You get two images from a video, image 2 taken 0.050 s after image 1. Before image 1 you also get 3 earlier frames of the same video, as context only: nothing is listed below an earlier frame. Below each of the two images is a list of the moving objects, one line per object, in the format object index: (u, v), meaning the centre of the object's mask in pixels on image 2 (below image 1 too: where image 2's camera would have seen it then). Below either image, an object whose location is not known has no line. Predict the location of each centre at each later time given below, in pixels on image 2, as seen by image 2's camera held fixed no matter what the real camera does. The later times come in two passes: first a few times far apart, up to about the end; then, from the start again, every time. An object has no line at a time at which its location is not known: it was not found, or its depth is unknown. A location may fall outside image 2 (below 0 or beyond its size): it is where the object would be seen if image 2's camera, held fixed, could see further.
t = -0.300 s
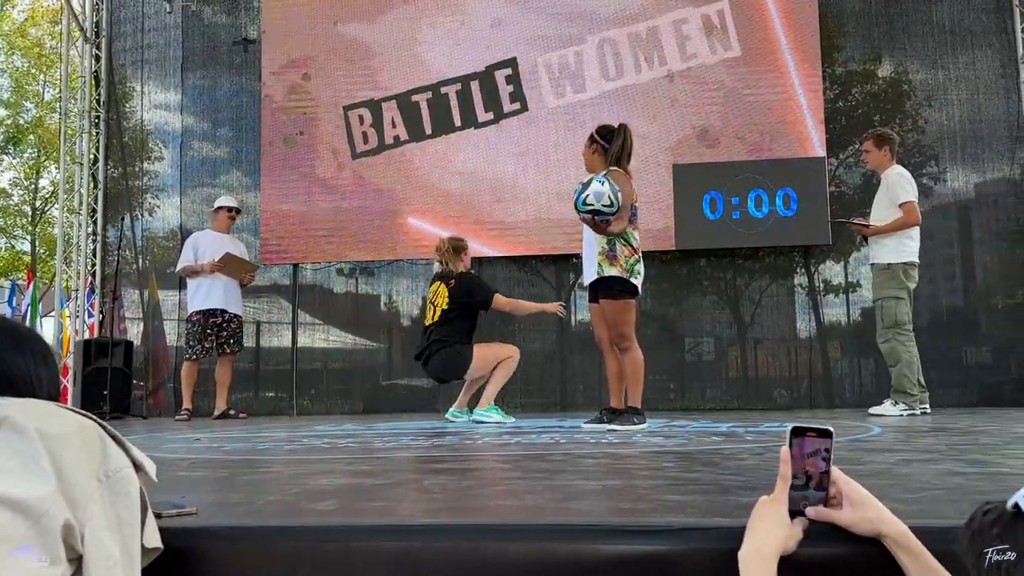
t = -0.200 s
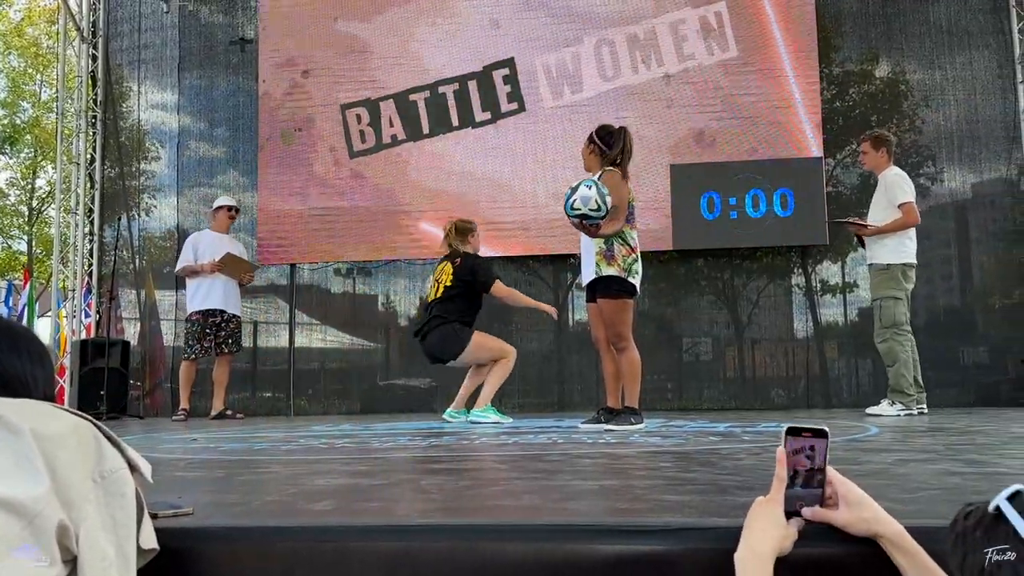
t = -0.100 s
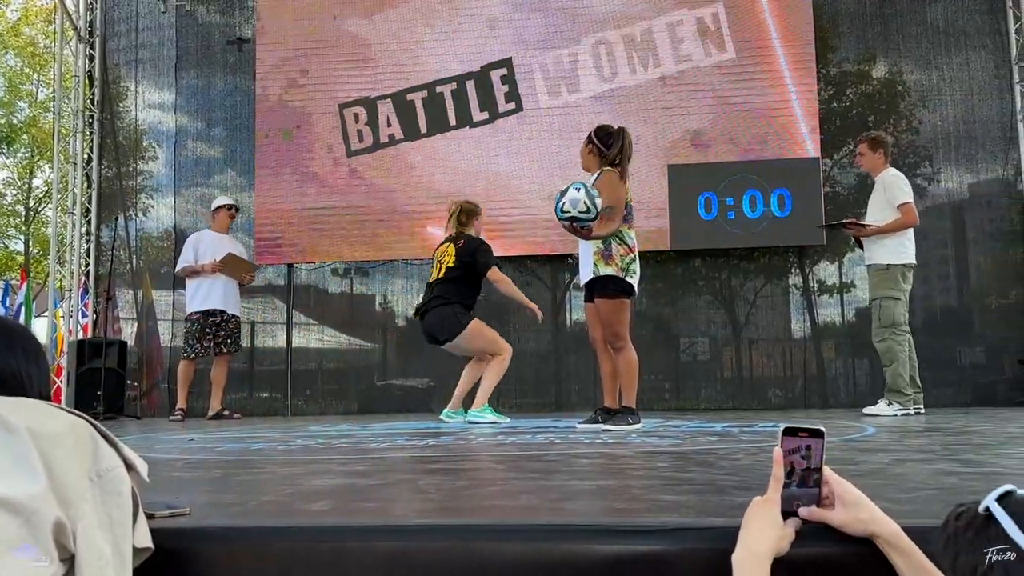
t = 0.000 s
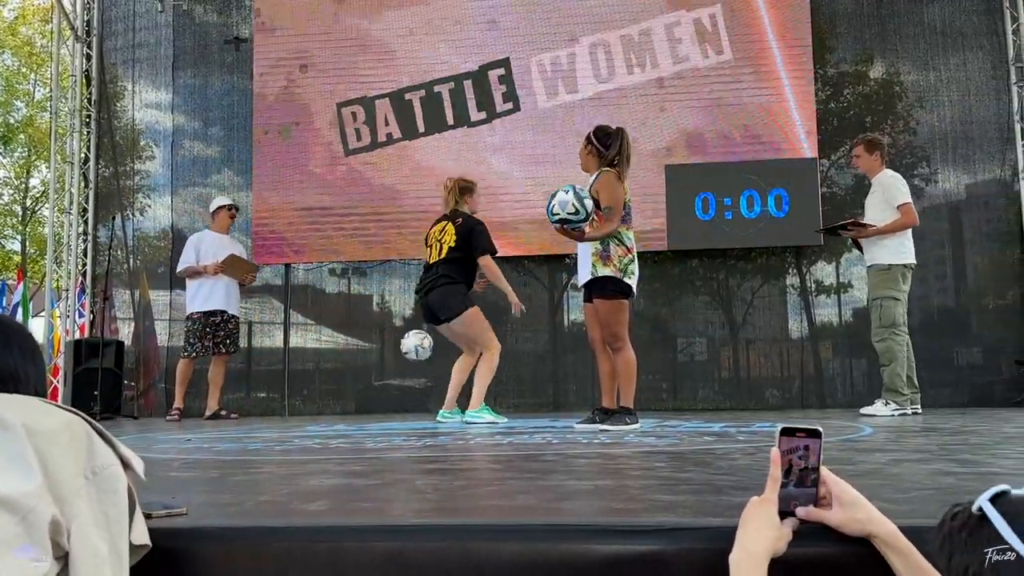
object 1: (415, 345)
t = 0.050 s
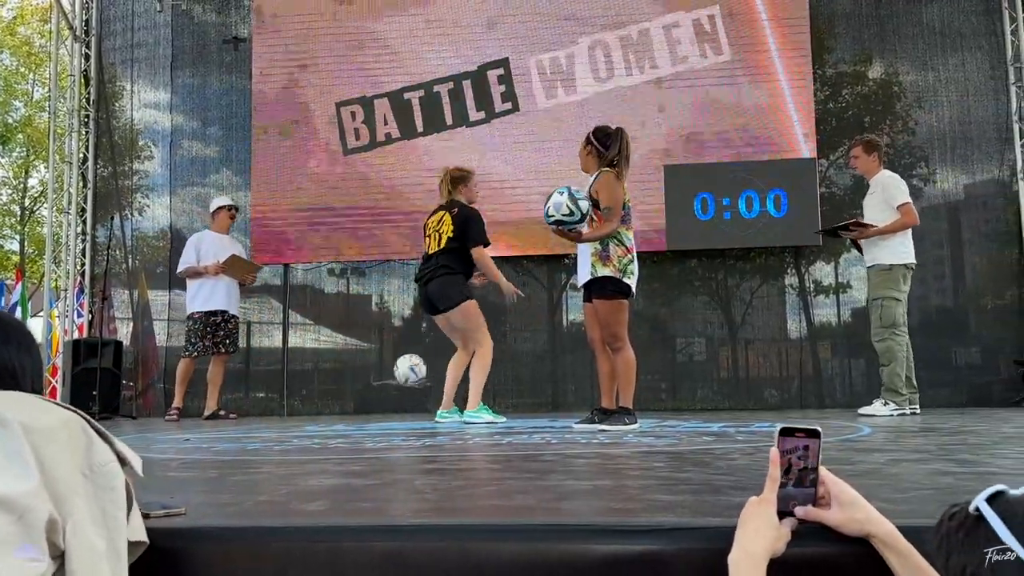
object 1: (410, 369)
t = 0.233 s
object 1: (383, 363)
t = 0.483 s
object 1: (343, 332)
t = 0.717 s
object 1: (304, 386)
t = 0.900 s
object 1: (276, 375)
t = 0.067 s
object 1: (408, 379)
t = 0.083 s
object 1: (406, 389)
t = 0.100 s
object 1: (404, 398)
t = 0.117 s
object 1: (402, 407)
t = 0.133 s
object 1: (400, 400)
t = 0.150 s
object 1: (397, 393)
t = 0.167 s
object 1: (394, 386)
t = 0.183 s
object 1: (391, 380)
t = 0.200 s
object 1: (389, 374)
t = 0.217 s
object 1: (386, 368)
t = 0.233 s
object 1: (383, 363)
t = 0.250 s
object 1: (381, 358)
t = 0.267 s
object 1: (378, 354)
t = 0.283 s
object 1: (375, 350)
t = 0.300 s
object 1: (373, 346)
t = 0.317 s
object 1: (370, 343)
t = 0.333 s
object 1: (367, 340)
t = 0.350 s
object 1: (364, 337)
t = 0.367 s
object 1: (362, 335)
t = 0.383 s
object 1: (359, 334)
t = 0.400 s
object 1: (356, 332)
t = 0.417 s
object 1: (354, 331)
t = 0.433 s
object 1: (351, 331)
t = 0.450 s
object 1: (348, 331)
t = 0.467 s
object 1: (345, 332)
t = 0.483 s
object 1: (343, 332)
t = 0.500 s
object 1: (340, 333)
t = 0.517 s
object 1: (337, 334)
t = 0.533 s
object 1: (335, 337)
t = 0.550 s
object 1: (332, 339)
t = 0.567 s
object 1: (330, 342)
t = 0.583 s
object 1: (327, 346)
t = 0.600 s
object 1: (324, 350)
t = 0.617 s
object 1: (321, 353)
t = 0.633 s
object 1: (318, 358)
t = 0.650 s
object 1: (315, 362)
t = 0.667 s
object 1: (313, 367)
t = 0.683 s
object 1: (310, 373)
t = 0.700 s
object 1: (307, 379)
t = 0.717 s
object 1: (304, 386)
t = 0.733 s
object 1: (302, 393)
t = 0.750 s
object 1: (299, 400)
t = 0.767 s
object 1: (296, 408)
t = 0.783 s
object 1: (293, 406)
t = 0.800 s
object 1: (291, 401)
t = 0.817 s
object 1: (289, 395)
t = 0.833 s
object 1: (286, 390)
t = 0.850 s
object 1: (284, 386)
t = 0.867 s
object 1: (281, 382)
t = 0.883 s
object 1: (279, 378)
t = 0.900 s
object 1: (276, 375)
